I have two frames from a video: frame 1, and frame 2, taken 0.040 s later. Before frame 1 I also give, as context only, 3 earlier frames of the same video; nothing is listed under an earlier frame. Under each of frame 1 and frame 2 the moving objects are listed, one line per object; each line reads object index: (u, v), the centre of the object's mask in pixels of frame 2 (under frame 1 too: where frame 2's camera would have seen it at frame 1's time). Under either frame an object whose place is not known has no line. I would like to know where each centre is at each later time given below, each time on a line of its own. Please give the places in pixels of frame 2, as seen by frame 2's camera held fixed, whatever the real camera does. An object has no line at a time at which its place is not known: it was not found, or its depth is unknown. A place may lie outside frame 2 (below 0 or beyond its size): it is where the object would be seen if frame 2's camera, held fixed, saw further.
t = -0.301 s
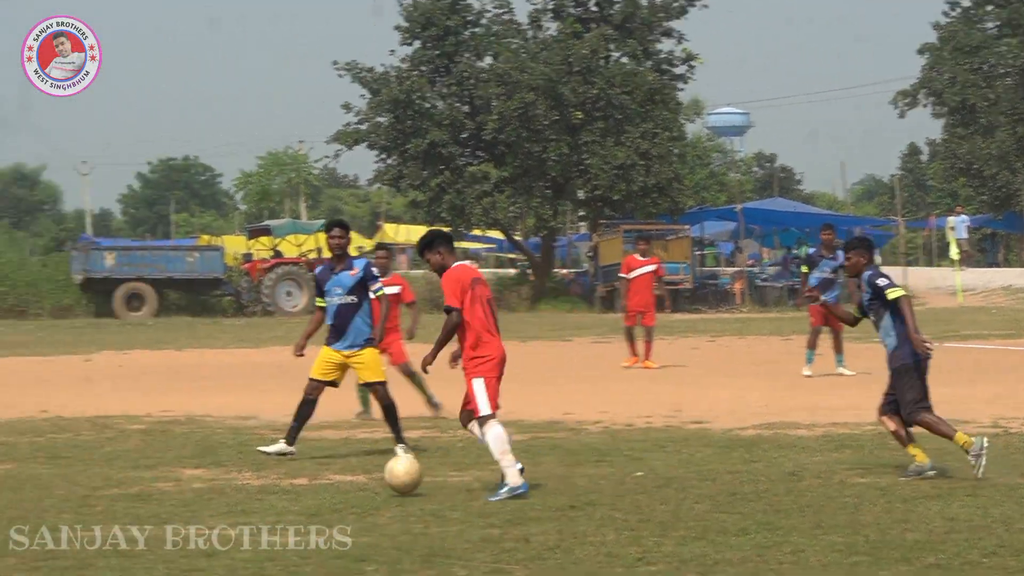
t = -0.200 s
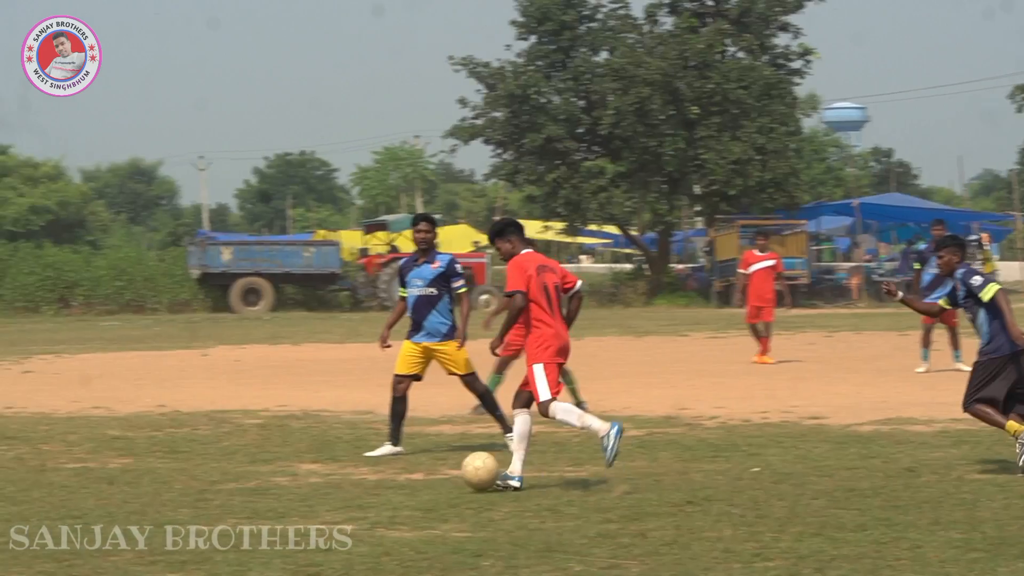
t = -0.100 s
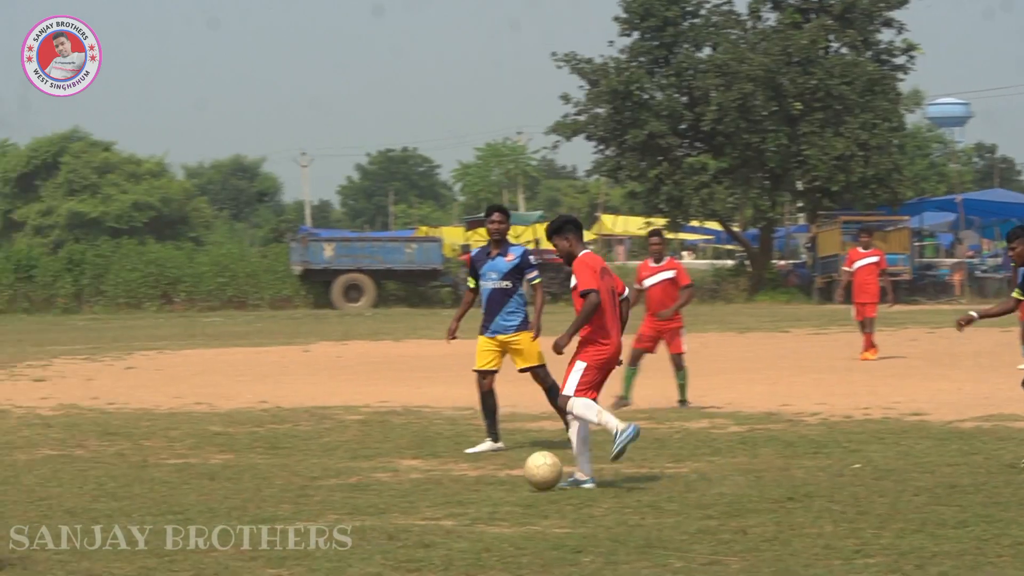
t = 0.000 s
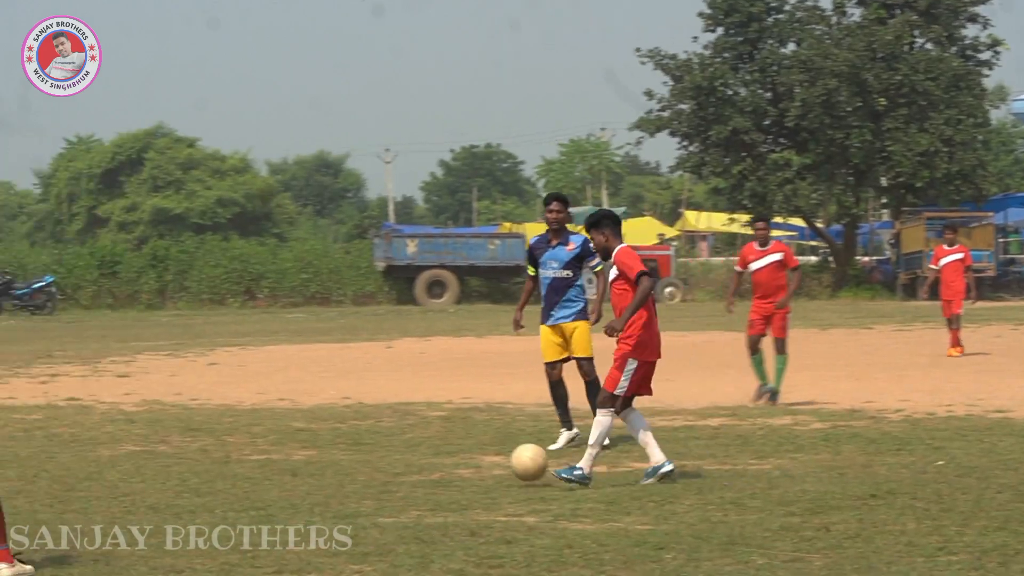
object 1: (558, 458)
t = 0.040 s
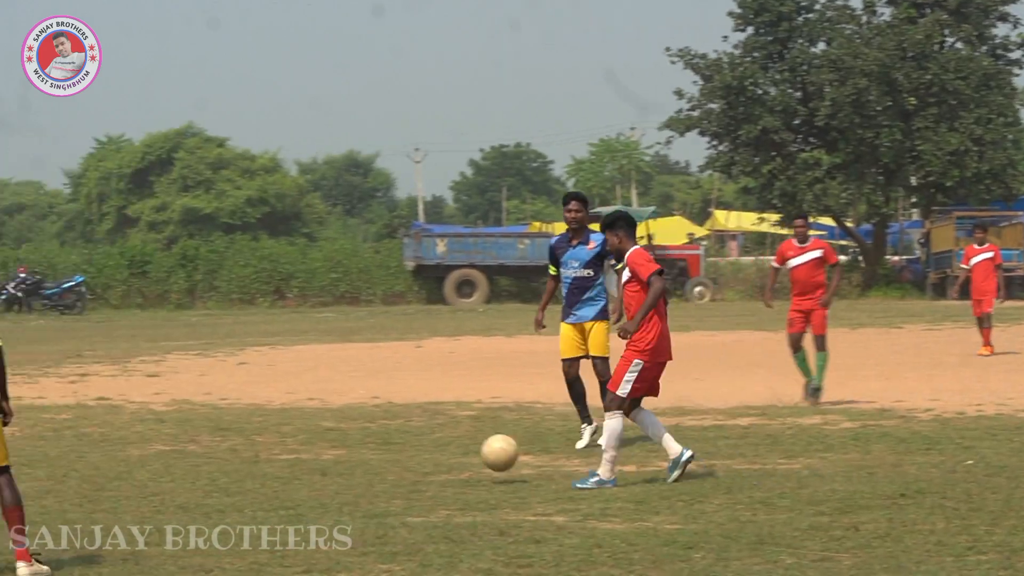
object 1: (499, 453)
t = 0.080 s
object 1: (442, 450)
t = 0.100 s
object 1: (415, 449)
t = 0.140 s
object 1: (359, 450)
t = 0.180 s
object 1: (304, 441)
